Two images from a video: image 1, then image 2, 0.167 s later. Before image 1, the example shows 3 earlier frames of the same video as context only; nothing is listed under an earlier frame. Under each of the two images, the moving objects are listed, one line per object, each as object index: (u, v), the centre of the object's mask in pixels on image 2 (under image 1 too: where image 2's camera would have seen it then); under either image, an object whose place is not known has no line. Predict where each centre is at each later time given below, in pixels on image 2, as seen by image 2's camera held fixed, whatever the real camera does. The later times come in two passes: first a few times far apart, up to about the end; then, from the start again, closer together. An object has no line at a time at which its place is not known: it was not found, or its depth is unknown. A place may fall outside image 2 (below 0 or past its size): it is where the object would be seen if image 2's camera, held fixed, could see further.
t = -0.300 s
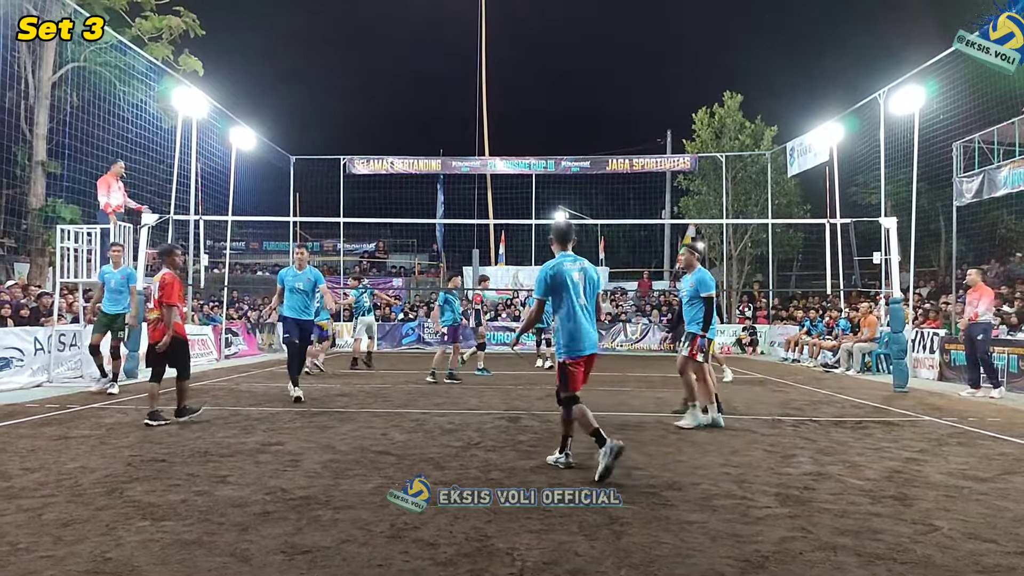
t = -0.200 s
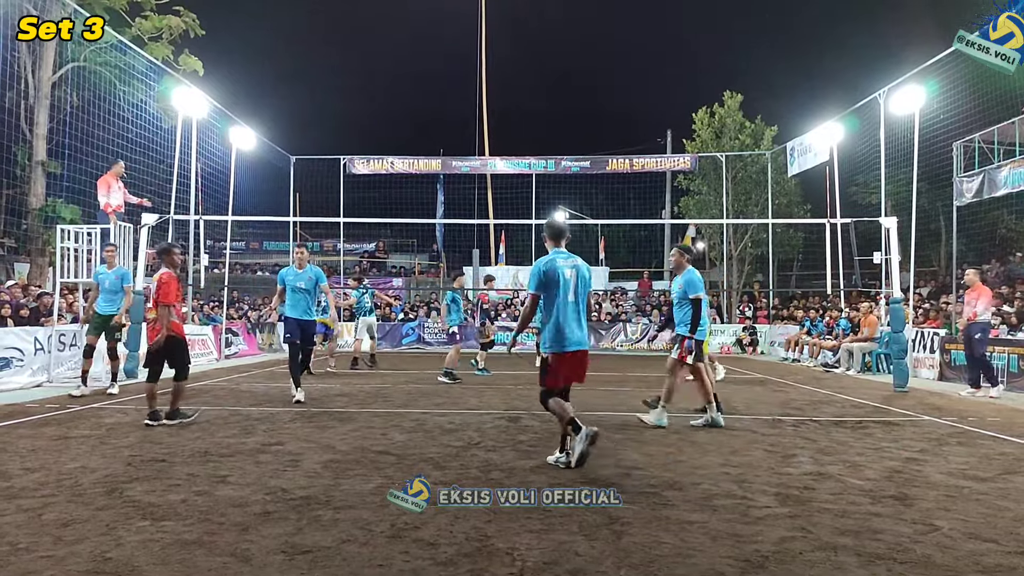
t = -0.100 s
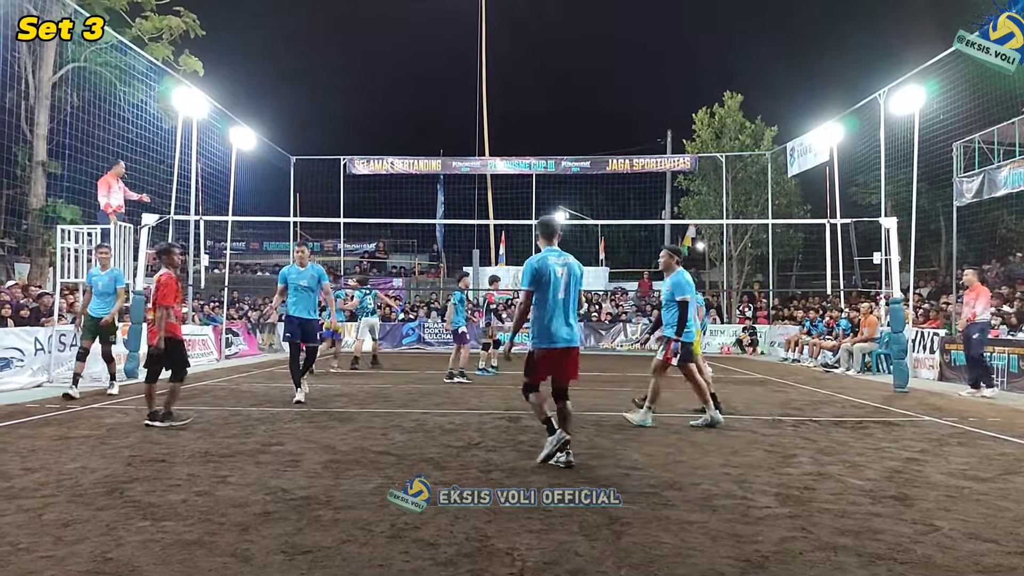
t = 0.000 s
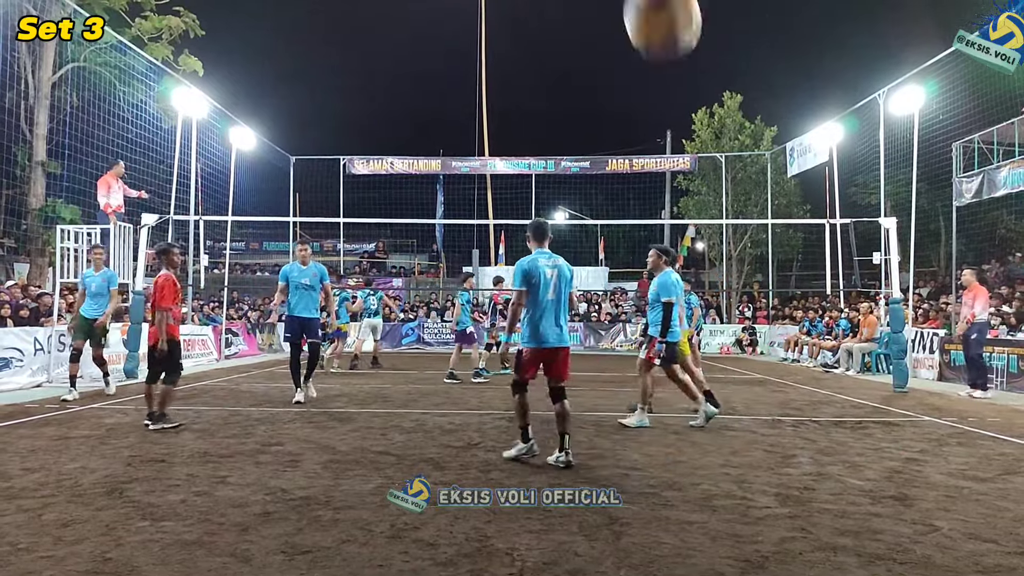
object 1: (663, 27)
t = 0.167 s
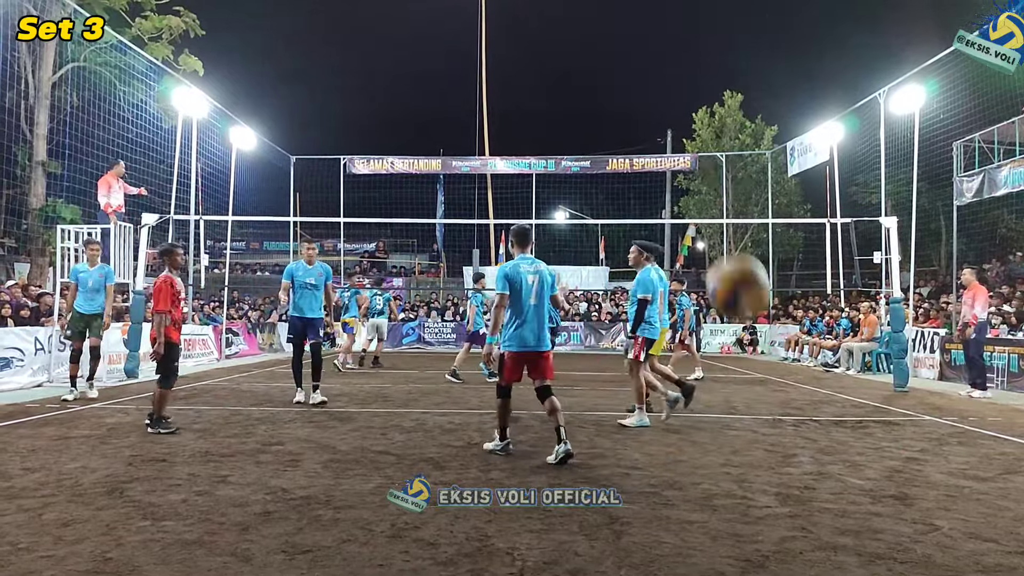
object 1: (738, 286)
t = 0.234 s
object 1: (761, 391)
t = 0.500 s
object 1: (837, 366)
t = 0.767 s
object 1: (909, 192)
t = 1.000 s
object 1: (971, 175)
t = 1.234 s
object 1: (1016, 285)
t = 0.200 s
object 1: (751, 339)
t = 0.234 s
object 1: (761, 391)
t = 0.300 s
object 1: (781, 496)
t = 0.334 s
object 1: (790, 546)
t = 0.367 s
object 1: (799, 514)
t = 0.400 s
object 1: (809, 476)
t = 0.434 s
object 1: (818, 435)
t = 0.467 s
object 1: (827, 399)
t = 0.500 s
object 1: (837, 366)
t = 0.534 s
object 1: (845, 333)
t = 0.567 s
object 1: (854, 306)
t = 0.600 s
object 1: (863, 280)
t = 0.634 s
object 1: (872, 258)
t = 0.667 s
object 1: (882, 236)
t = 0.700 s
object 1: (891, 219)
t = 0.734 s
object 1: (900, 204)
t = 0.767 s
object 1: (909, 192)
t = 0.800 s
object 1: (918, 182)
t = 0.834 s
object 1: (927, 175)
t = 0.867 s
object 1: (936, 169)
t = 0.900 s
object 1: (944, 168)
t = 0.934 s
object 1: (954, 168)
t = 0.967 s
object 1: (963, 170)
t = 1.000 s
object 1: (971, 175)
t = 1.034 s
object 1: (981, 182)
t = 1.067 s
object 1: (990, 195)
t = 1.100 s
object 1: (998, 206)
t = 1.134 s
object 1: (1003, 224)
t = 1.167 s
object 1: (1008, 241)
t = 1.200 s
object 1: (1012, 262)
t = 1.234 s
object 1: (1016, 285)
